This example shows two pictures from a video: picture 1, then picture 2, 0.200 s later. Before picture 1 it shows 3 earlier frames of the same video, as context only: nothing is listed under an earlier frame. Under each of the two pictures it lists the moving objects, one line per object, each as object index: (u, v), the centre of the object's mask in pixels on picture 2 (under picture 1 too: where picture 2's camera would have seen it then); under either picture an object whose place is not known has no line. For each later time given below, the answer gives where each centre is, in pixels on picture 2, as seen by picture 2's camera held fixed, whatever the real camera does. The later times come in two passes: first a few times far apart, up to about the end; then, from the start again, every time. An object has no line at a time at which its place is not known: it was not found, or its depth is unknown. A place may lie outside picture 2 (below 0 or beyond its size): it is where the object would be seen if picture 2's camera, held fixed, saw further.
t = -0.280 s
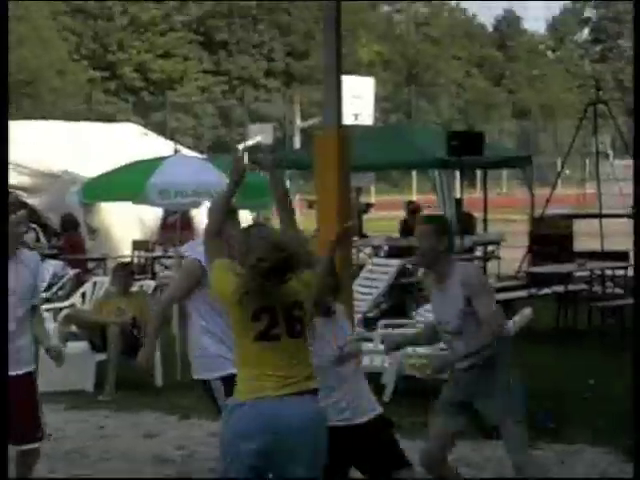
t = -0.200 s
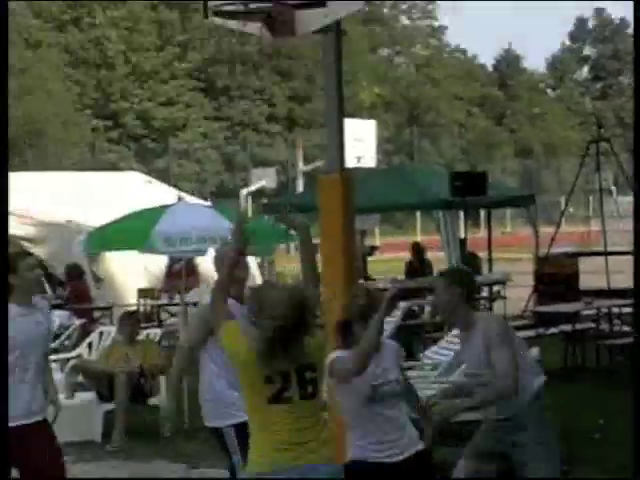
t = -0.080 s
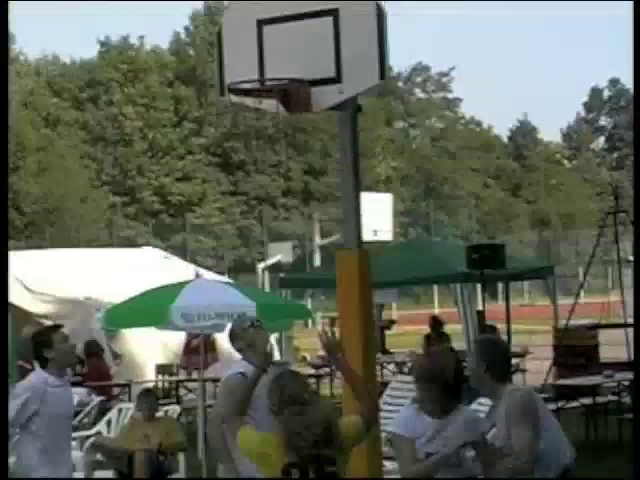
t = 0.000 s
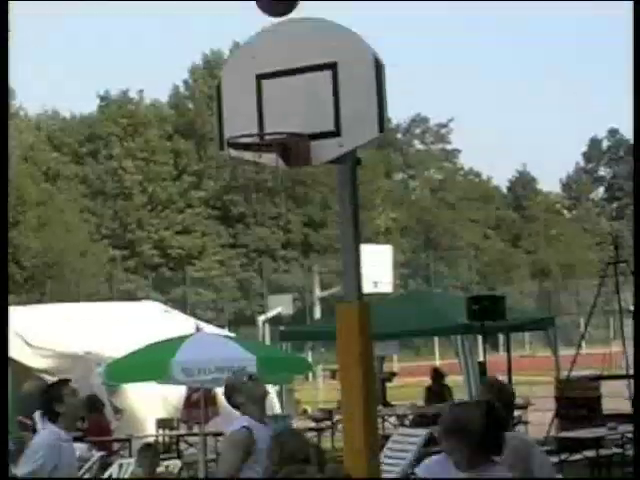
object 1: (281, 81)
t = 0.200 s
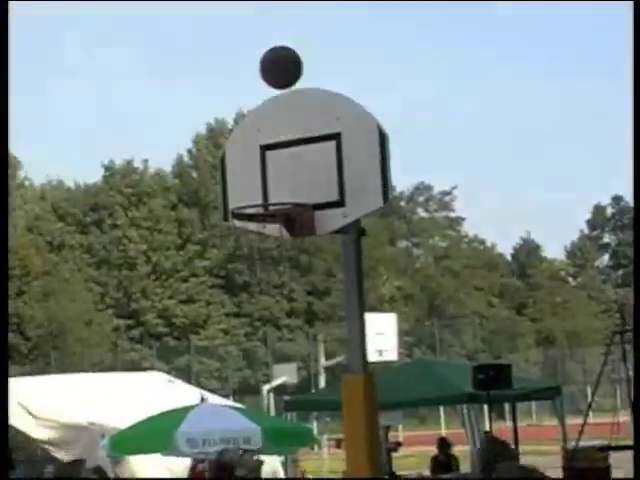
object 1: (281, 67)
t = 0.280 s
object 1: (282, 87)
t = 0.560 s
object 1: (266, 190)
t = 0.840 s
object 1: (169, 169)
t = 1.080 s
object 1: (96, 237)
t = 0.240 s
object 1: (281, 76)
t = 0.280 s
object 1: (282, 87)
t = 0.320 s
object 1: (282, 100)
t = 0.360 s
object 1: (283, 116)
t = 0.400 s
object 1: (285, 135)
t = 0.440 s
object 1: (285, 155)
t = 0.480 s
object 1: (286, 178)
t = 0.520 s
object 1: (286, 193)
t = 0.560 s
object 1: (266, 190)
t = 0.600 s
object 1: (247, 192)
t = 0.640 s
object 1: (230, 187)
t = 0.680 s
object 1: (217, 178)
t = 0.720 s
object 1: (206, 172)
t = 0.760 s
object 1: (193, 168)
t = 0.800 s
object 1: (181, 168)
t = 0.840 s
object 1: (169, 169)
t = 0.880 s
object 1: (156, 174)
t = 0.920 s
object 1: (145, 181)
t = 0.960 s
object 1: (132, 191)
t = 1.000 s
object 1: (121, 203)
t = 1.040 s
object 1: (108, 218)
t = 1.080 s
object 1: (96, 237)
